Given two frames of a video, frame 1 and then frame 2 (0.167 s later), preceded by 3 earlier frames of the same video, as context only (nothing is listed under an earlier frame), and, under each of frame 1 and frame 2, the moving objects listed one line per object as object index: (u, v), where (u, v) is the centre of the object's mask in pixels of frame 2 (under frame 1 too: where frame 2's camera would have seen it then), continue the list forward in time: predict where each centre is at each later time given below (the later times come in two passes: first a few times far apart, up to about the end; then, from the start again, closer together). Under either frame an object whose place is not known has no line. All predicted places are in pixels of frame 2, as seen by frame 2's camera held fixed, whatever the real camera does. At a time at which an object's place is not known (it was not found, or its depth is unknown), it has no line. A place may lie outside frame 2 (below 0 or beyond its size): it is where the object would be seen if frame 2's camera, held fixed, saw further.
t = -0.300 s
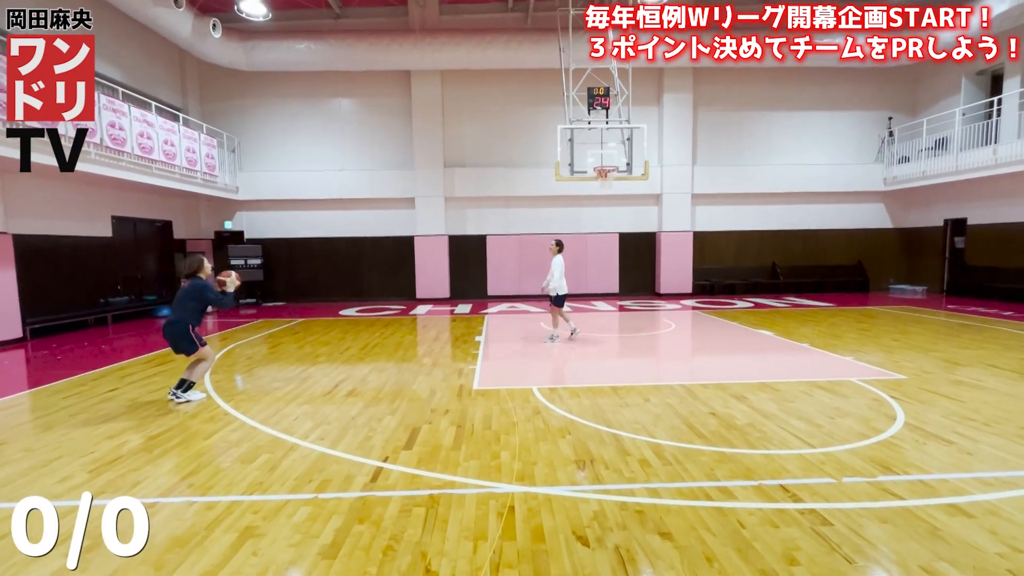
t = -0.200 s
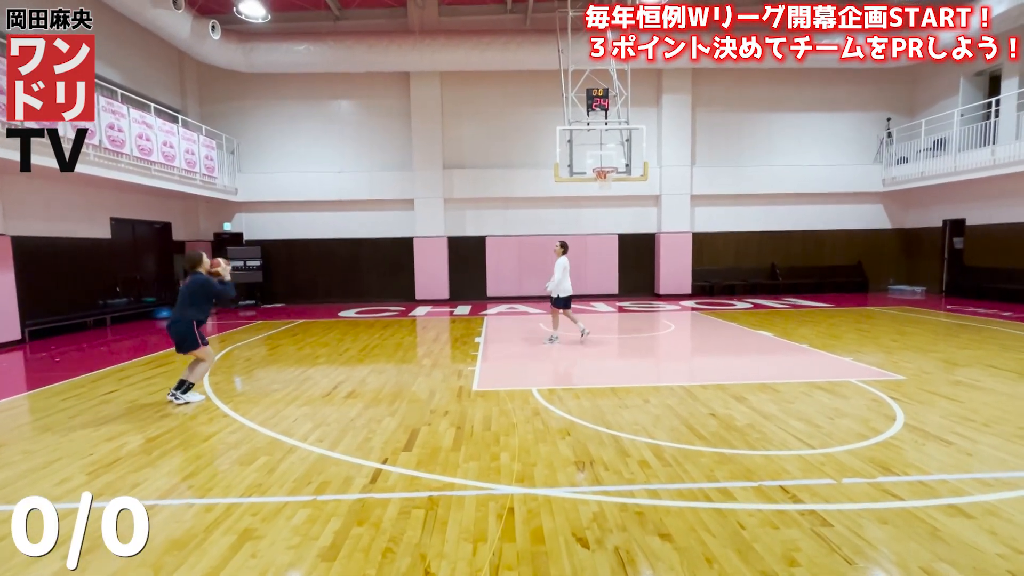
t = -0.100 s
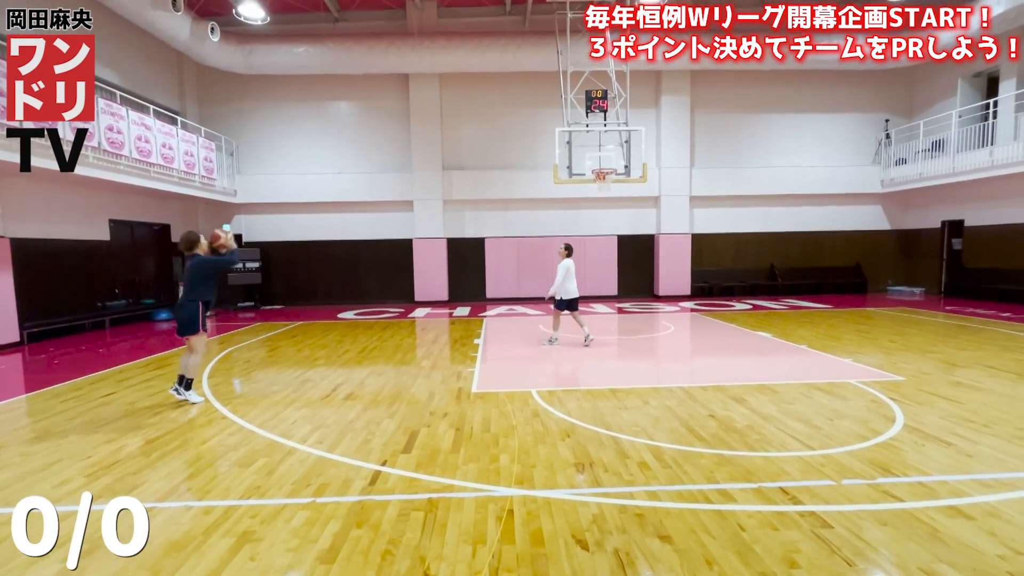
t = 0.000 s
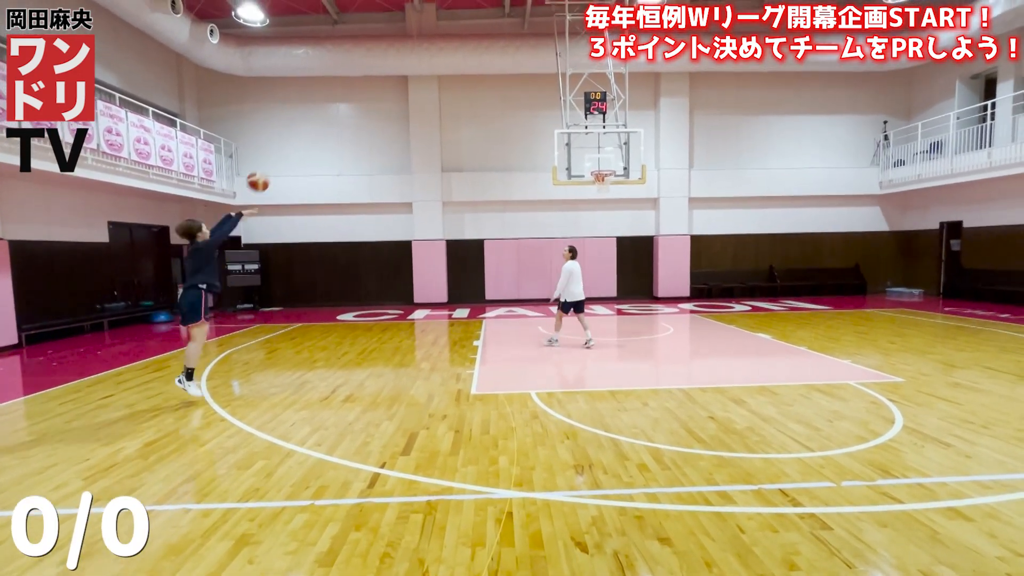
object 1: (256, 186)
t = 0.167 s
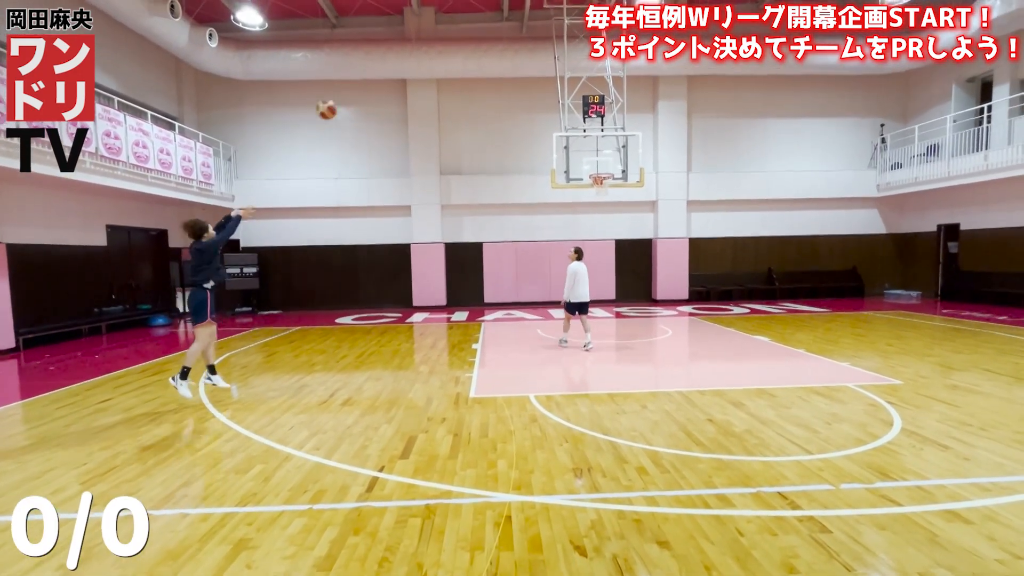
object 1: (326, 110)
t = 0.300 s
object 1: (375, 73)
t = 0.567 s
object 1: (454, 47)
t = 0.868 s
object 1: (525, 76)
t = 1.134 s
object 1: (574, 134)
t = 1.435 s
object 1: (608, 185)
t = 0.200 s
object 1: (340, 99)
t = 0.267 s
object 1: (363, 80)
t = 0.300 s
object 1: (375, 73)
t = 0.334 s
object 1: (386, 66)
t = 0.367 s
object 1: (396, 61)
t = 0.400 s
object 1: (407, 56)
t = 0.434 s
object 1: (417, 52)
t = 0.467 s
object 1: (427, 50)
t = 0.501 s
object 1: (436, 48)
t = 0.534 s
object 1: (445, 47)
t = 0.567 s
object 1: (454, 47)
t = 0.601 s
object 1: (463, 48)
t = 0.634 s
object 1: (472, 49)
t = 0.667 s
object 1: (480, 51)
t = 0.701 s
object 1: (488, 54)
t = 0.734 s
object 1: (496, 57)
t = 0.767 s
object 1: (504, 61)
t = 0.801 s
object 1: (511, 65)
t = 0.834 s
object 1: (518, 70)
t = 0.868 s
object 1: (525, 76)
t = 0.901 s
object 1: (532, 81)
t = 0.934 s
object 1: (539, 87)
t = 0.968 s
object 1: (546, 94)
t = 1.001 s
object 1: (553, 102)
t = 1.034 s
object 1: (557, 109)
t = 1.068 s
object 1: (563, 118)
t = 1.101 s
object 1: (570, 126)
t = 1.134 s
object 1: (574, 134)
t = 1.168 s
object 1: (580, 143)
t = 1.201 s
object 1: (586, 152)
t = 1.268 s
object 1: (596, 171)
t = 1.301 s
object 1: (600, 182)
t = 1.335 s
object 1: (604, 188)
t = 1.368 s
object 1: (606, 186)
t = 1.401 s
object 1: (607, 185)
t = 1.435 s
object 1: (608, 185)
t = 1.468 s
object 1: (609, 185)
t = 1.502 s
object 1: (609, 185)
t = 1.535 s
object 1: (609, 187)
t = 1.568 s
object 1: (611, 188)
